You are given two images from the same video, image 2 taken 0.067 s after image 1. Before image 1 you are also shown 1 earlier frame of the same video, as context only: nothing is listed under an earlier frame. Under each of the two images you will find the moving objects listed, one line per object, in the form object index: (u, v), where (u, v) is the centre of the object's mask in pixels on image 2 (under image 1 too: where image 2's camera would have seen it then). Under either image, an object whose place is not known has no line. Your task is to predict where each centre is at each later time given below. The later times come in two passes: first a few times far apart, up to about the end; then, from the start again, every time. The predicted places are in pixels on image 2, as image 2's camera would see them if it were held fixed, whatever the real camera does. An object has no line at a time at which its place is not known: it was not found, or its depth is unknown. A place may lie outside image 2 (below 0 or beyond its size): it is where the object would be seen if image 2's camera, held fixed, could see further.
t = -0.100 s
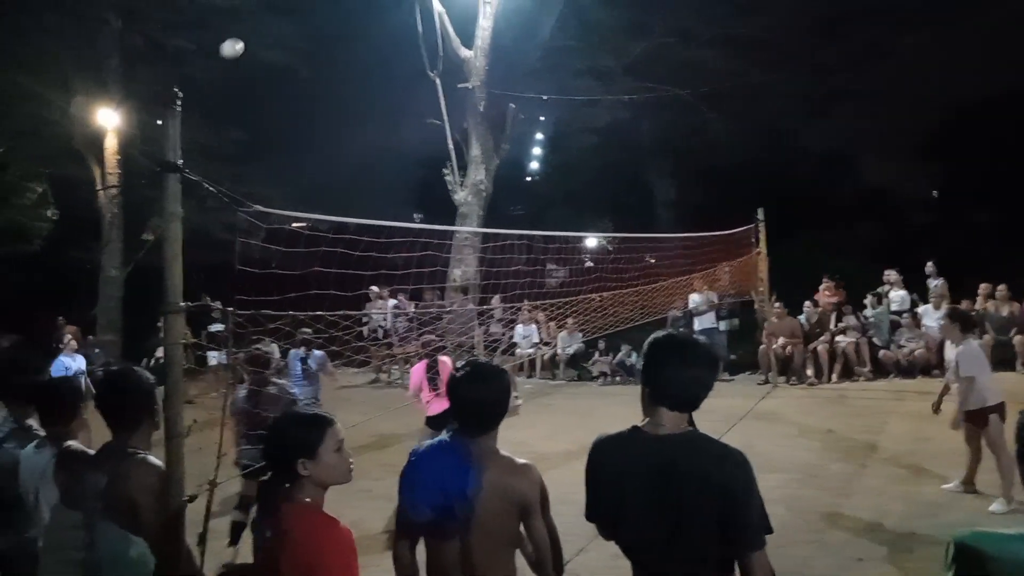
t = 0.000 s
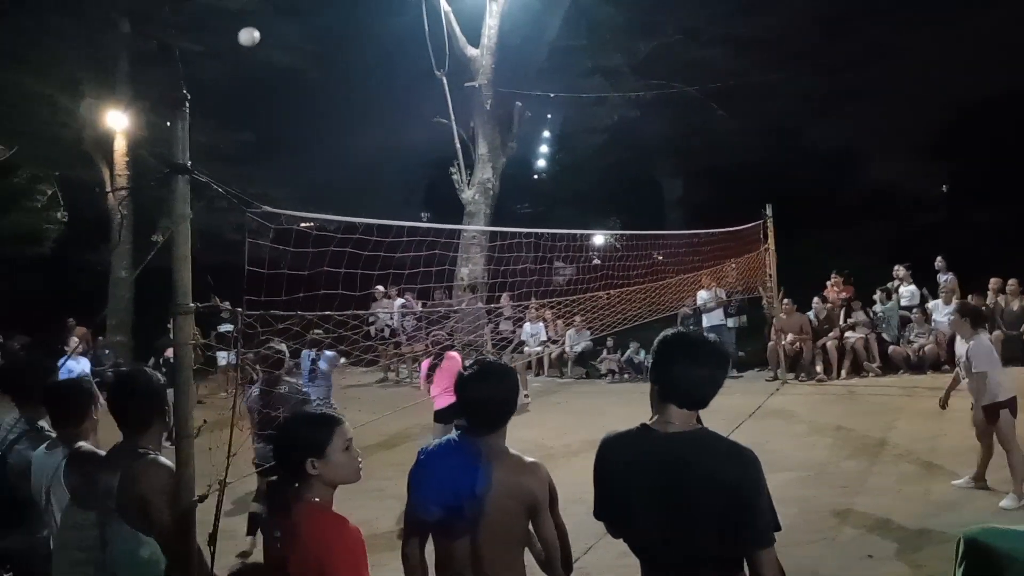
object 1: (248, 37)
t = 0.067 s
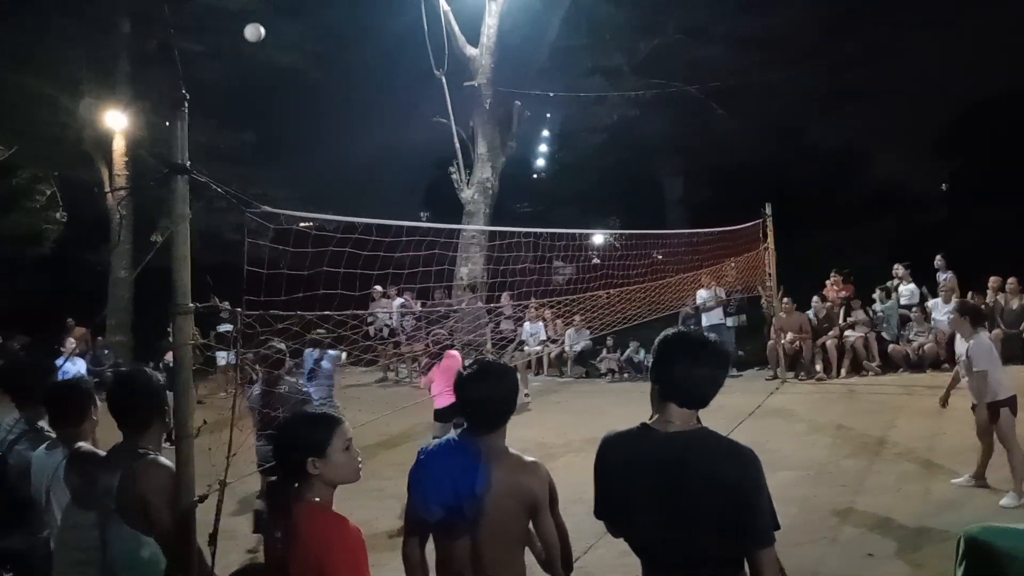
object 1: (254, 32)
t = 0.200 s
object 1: (269, 36)
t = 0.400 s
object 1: (293, 71)
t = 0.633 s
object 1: (326, 157)
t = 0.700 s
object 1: (336, 191)
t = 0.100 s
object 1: (258, 32)
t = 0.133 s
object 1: (262, 33)
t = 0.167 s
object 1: (265, 34)
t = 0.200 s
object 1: (269, 36)
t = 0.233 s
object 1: (273, 40)
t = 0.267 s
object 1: (277, 44)
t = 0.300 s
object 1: (281, 49)
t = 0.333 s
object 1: (284, 55)
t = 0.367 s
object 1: (289, 63)
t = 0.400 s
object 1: (293, 71)
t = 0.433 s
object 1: (298, 80)
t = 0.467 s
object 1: (302, 91)
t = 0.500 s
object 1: (307, 102)
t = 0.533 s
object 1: (311, 115)
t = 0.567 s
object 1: (316, 128)
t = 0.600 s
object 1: (321, 142)
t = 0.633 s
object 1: (326, 157)
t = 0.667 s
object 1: (331, 174)
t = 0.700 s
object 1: (336, 191)
